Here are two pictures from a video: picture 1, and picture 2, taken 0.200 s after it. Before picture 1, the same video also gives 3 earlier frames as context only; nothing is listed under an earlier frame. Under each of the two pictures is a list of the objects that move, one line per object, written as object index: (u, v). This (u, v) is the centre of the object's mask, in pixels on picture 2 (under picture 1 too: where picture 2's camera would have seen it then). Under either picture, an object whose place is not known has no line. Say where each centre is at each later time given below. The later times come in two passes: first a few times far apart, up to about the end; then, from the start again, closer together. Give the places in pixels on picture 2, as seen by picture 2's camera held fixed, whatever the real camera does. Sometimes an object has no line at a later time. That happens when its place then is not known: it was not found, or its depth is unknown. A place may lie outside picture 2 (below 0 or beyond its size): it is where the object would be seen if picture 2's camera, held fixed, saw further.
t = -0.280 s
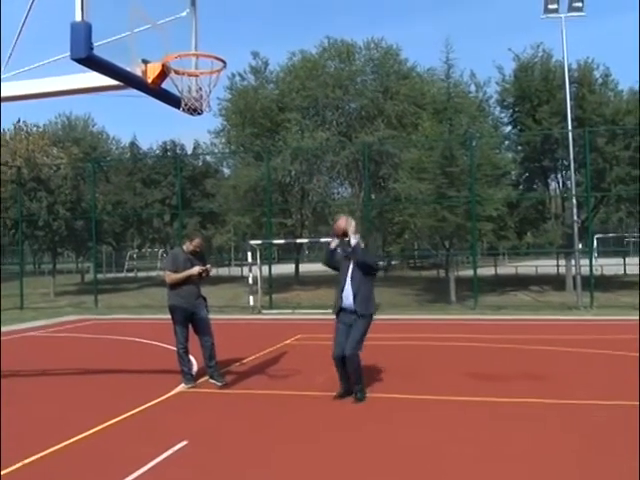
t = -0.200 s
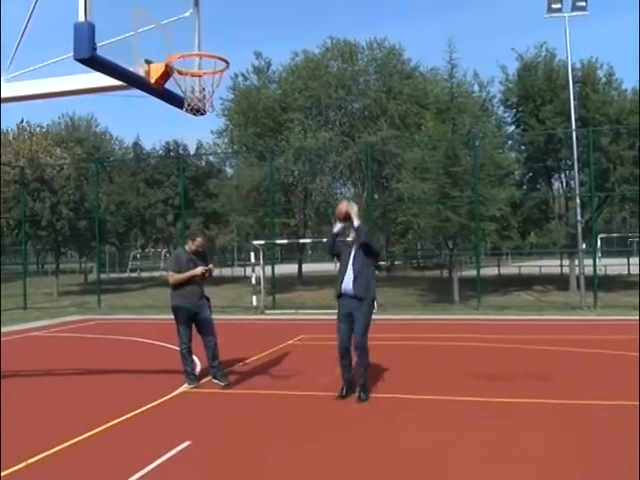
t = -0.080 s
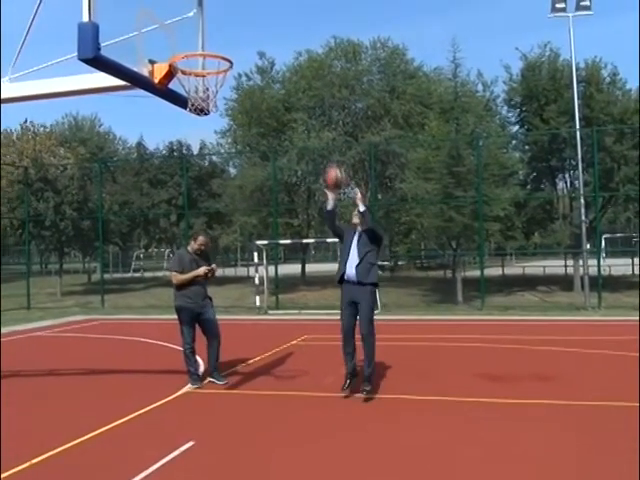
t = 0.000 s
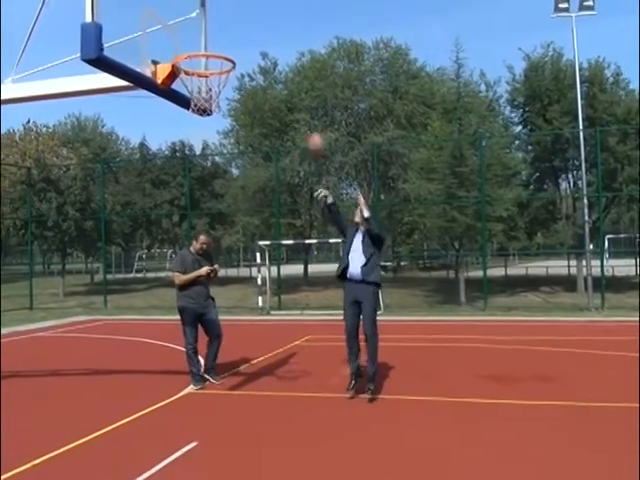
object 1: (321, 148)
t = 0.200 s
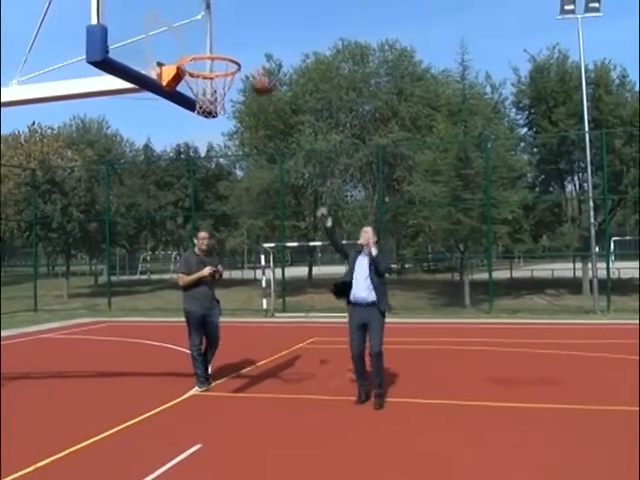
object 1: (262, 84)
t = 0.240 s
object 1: (250, 74)
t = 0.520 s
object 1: (226, 63)
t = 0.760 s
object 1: (286, 90)
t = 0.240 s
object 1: (250, 74)
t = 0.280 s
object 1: (238, 66)
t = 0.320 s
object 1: (226, 61)
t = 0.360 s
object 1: (212, 55)
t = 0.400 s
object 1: (215, 55)
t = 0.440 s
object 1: (219, 56)
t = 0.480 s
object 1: (223, 60)
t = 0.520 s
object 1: (226, 63)
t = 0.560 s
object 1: (235, 67)
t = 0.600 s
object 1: (245, 69)
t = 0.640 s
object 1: (254, 70)
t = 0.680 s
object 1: (264, 74)
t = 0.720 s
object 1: (273, 81)
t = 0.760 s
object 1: (286, 90)
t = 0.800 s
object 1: (292, 98)
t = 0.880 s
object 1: (313, 122)
